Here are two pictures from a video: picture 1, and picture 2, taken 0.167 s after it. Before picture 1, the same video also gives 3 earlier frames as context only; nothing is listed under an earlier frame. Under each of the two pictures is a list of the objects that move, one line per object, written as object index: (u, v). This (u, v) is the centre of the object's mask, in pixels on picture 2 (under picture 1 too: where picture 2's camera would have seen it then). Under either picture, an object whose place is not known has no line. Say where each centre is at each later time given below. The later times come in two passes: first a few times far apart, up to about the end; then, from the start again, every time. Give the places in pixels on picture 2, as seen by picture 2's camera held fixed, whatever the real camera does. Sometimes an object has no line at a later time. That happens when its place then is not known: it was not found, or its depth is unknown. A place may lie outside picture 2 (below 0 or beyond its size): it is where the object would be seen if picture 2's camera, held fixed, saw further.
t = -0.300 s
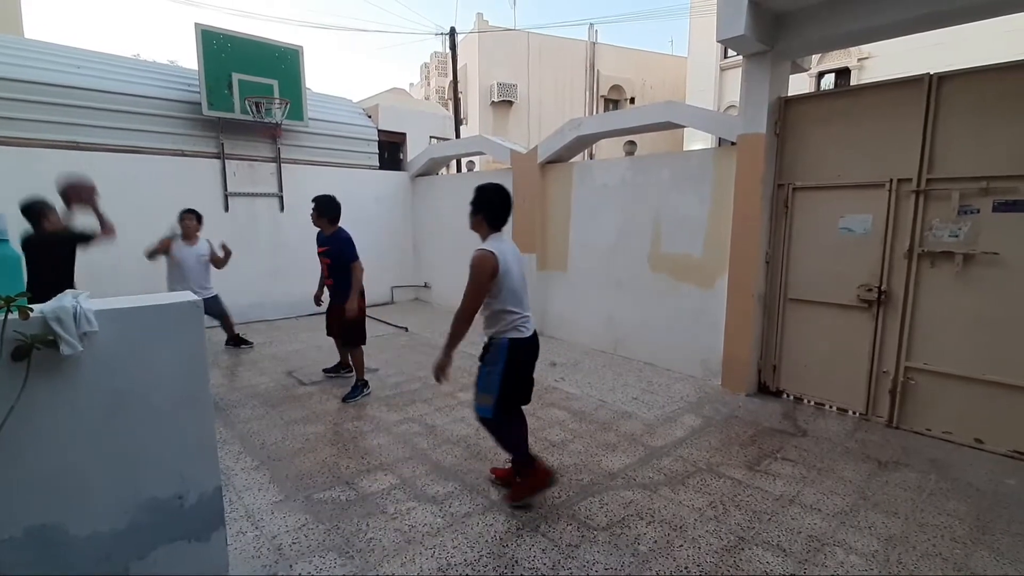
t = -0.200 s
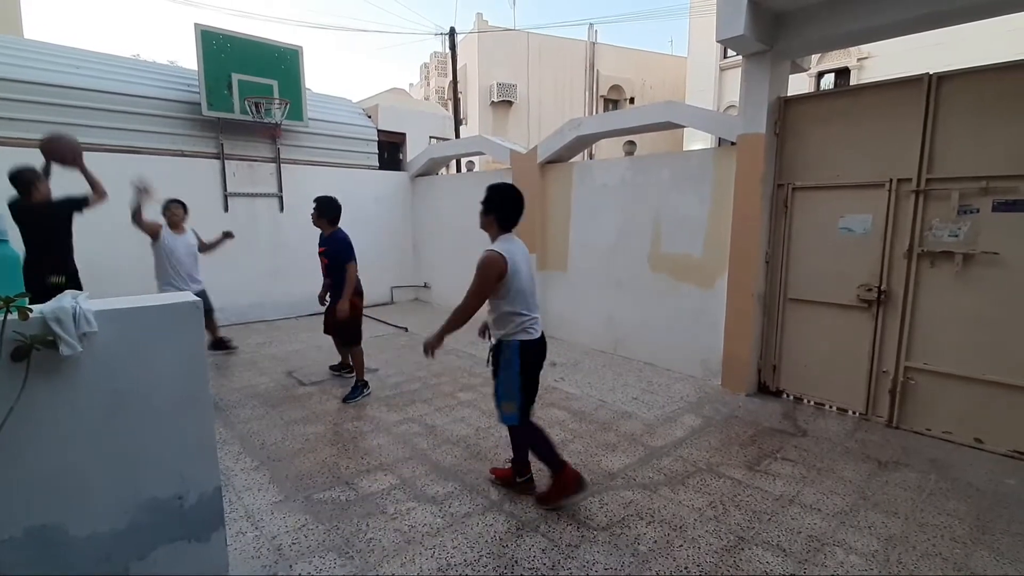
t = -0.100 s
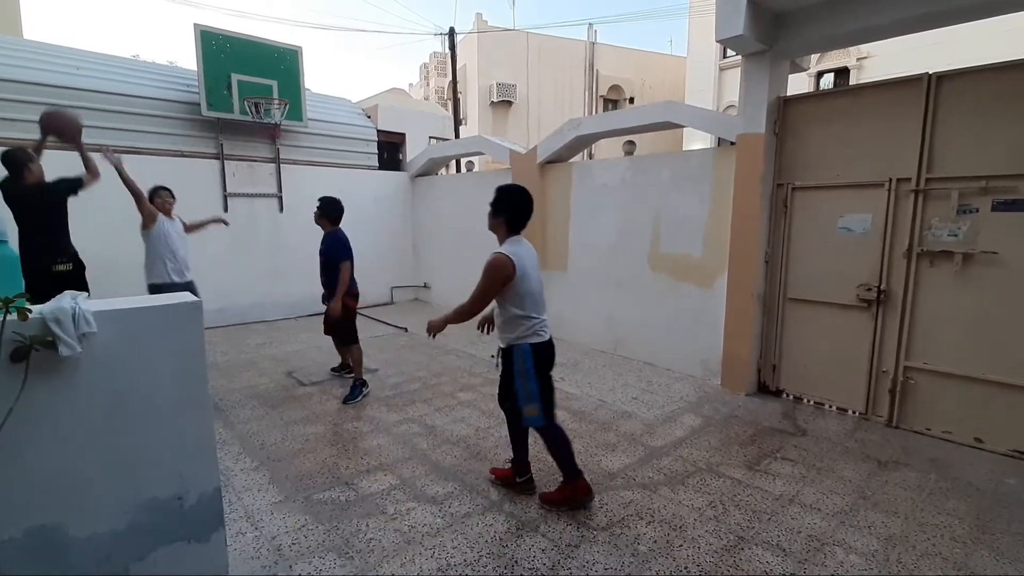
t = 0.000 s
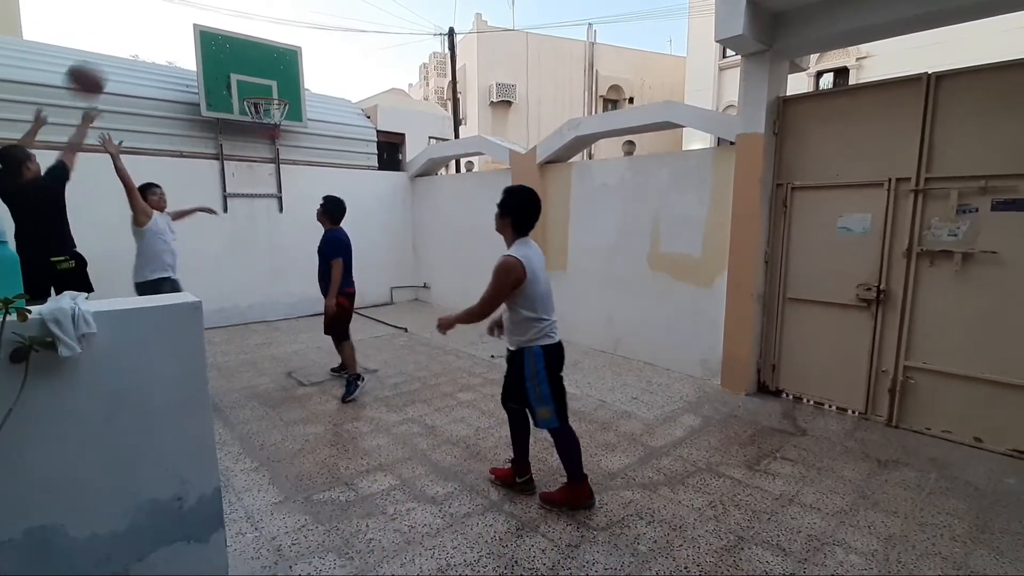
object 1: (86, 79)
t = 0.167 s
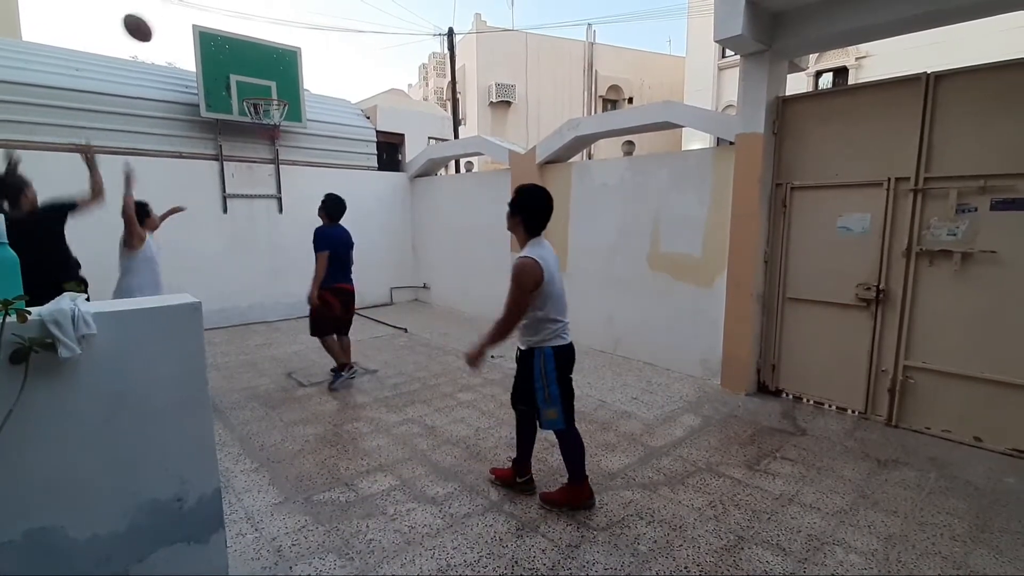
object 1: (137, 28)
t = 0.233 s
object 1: (156, 19)
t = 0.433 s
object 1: (208, 25)
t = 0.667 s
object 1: (256, 76)
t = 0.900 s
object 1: (260, 135)
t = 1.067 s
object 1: (246, 200)
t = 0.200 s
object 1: (147, 22)
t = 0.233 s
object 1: (156, 19)
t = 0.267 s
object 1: (166, 17)
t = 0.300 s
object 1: (175, 16)
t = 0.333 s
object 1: (183, 16)
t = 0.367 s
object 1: (192, 18)
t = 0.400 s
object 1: (200, 21)
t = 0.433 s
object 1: (208, 25)
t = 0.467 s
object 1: (216, 30)
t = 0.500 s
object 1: (223, 36)
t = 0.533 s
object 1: (229, 43)
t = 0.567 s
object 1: (237, 50)
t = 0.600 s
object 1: (243, 59)
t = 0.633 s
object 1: (250, 67)
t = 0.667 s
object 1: (256, 76)
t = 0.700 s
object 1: (262, 86)
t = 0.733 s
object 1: (269, 94)
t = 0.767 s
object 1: (274, 103)
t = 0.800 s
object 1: (267, 106)
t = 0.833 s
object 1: (266, 120)
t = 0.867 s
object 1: (265, 129)
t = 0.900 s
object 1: (260, 135)
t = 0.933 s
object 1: (258, 145)
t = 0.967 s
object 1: (254, 158)
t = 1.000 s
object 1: (252, 172)
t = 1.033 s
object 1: (249, 184)
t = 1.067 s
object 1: (246, 200)
